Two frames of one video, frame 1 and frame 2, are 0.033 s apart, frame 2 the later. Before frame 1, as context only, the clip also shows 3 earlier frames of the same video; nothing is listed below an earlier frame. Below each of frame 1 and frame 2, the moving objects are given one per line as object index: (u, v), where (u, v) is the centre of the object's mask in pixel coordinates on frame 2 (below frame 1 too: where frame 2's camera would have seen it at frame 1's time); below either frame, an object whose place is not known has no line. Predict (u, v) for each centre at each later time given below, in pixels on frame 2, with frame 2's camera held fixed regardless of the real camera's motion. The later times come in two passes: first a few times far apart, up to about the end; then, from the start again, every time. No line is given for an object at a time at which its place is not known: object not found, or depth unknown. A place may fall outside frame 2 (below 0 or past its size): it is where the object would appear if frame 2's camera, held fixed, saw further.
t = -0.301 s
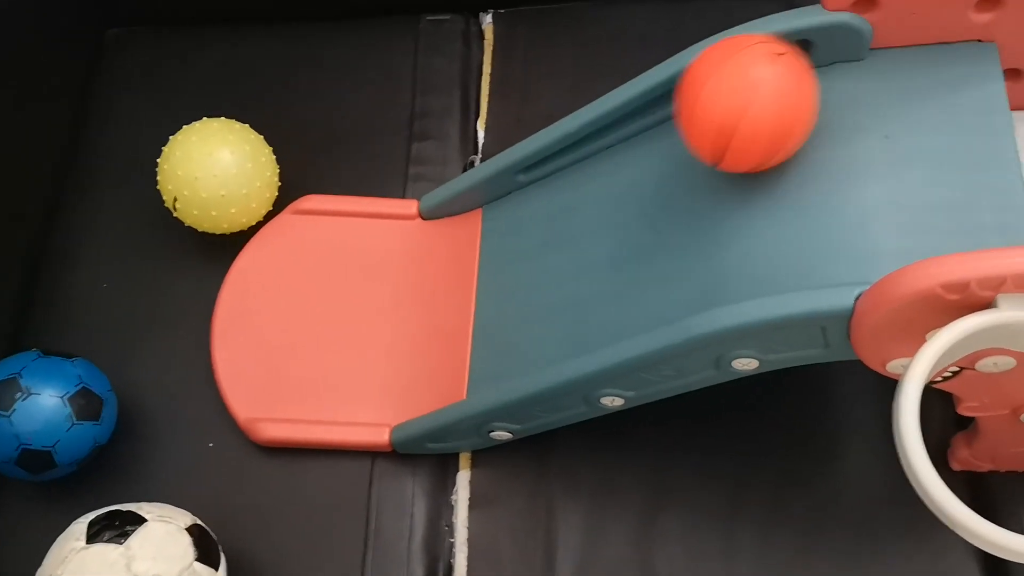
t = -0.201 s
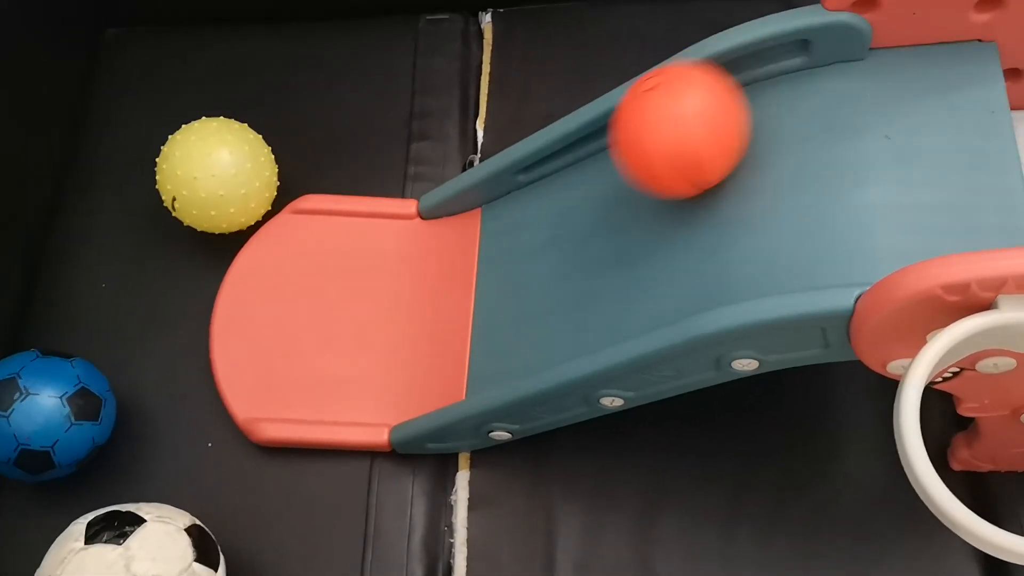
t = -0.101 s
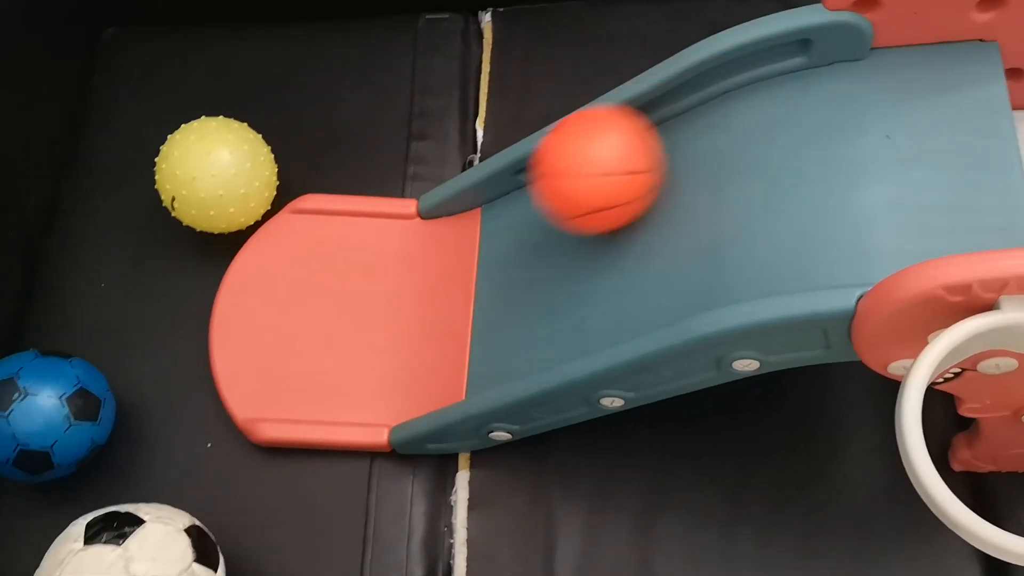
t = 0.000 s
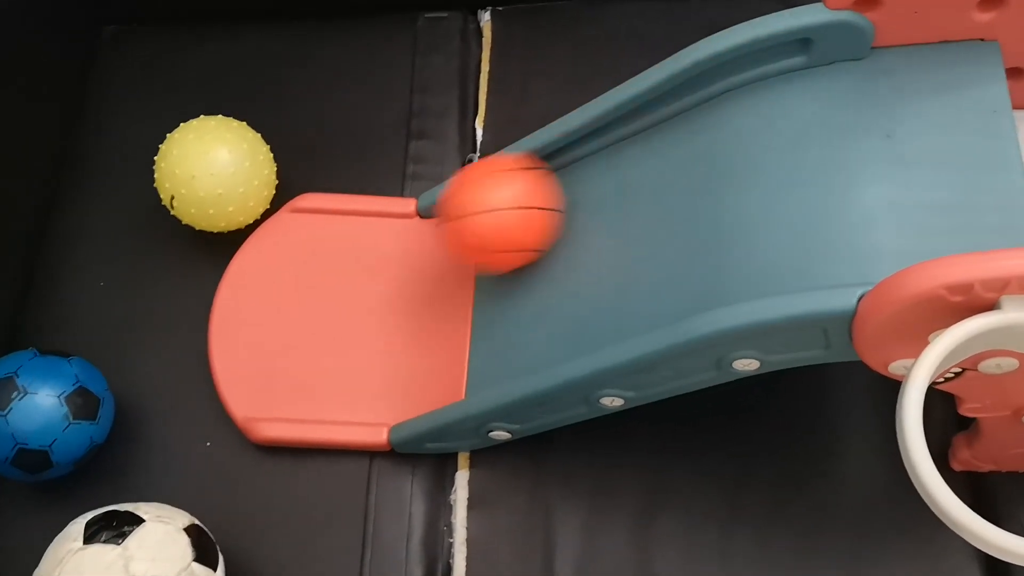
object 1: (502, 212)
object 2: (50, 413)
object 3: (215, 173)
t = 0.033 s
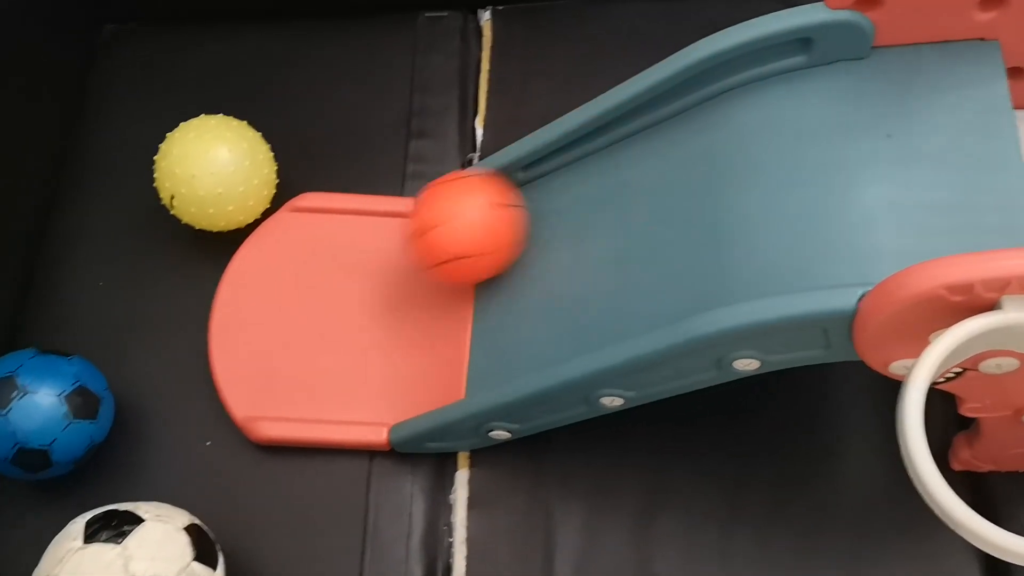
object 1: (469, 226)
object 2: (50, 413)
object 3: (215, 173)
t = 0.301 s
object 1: (138, 260)
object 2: (52, 413)
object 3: (180, 159)
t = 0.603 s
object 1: (80, 314)
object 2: (52, 444)
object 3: (110, 147)
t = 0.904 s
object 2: (98, 449)
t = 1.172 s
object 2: (104, 440)
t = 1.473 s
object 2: (67, 440)
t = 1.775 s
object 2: (41, 447)
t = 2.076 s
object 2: (69, 446)
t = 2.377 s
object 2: (68, 457)
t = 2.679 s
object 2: (59, 455)
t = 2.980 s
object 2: (55, 454)
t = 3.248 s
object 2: (54, 454)
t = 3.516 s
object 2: (54, 454)
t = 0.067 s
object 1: (436, 242)
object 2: (50, 412)
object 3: (215, 173)
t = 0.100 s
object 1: (394, 248)
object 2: (51, 413)
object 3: (215, 173)
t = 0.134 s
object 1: (342, 243)
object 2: (51, 412)
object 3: (215, 173)
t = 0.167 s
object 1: (297, 243)
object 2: (53, 412)
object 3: (215, 173)
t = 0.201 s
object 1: (249, 240)
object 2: (53, 412)
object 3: (209, 166)
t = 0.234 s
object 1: (209, 241)
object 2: (53, 413)
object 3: (204, 159)
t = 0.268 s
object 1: (171, 248)
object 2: (52, 413)
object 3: (194, 158)
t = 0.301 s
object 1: (138, 260)
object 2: (52, 413)
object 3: (180, 159)
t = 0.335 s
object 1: (108, 274)
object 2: (52, 413)
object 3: (169, 160)
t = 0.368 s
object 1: (82, 294)
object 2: (52, 414)
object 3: (162, 162)
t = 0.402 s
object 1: (63, 308)
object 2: (51, 421)
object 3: (155, 163)
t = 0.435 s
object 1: (52, 312)
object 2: (43, 427)
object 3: (143, 157)
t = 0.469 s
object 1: (48, 315)
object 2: (39, 430)
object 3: (135, 154)
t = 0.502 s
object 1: (55, 316)
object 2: (41, 434)
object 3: (129, 155)
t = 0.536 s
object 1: (62, 315)
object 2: (45, 440)
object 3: (123, 155)
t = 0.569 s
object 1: (72, 314)
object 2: (48, 444)
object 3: (115, 149)
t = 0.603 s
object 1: (80, 314)
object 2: (52, 444)
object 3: (110, 147)
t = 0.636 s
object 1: (90, 314)
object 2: (57, 448)
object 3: (107, 148)
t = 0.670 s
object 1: (99, 313)
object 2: (60, 449)
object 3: (101, 144)
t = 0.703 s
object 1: (107, 312)
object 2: (63, 449)
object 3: (95, 141)
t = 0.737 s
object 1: (116, 312)
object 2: (68, 450)
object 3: (93, 141)
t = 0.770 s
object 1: (125, 312)
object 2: (76, 451)
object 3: (96, 139)
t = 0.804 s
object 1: (135, 312)
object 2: (80, 450)
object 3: (100, 138)
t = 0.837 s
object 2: (89, 450)
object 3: (103, 136)
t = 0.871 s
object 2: (92, 450)
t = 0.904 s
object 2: (98, 449)
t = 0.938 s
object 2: (102, 449)
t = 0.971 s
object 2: (104, 448)
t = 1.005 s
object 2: (105, 446)
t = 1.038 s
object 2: (106, 445)
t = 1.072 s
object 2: (106, 444)
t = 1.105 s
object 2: (106, 442)
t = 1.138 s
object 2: (105, 442)
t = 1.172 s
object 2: (104, 440)
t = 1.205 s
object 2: (102, 439)
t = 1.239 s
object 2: (99, 438)
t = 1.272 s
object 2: (95, 436)
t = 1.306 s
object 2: (90, 434)
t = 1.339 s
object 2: (86, 434)
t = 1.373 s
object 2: (81, 435)
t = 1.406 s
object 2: (77, 437)
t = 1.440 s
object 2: (72, 438)
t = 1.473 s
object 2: (67, 440)
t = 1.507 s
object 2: (62, 441)
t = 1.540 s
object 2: (56, 444)
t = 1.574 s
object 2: (52, 445)
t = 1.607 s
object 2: (47, 446)
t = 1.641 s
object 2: (44, 446)
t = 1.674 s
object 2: (42, 447)
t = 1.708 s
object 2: (40, 447)
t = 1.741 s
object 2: (40, 447)
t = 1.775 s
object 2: (41, 447)
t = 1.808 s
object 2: (42, 447)
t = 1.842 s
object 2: (45, 447)
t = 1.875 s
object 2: (48, 446)
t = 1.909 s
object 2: (52, 446)
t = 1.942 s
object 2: (57, 444)
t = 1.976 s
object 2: (62, 443)
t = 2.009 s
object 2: (66, 443)
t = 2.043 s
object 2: (69, 443)
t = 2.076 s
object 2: (69, 446)
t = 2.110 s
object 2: (70, 448)
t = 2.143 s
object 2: (70, 451)
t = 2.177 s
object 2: (70, 453)
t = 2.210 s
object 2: (70, 455)
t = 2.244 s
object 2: (70, 456)
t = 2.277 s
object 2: (69, 457)
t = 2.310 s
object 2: (69, 457)
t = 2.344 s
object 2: (68, 458)
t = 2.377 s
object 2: (68, 457)
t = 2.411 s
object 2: (67, 456)
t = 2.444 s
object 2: (67, 456)
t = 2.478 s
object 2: (66, 456)
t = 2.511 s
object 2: (64, 457)
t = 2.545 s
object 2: (63, 457)
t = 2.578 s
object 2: (62, 457)
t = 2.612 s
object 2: (61, 457)
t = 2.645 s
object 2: (60, 456)
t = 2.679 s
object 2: (59, 455)
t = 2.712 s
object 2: (58, 455)
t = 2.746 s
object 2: (57, 455)
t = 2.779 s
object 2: (56, 455)
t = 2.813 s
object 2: (56, 454)
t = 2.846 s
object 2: (55, 454)
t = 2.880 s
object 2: (55, 454)
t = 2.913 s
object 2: (55, 455)
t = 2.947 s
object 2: (55, 455)
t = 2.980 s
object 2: (55, 454)
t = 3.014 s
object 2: (54, 454)
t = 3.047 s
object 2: (54, 454)
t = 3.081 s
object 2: (54, 454)
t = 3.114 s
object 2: (54, 455)
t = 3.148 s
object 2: (54, 454)
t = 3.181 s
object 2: (54, 454)
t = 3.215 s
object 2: (54, 454)
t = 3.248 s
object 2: (54, 454)
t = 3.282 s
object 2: (54, 455)
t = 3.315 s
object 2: (54, 454)
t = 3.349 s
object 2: (54, 455)
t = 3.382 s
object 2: (54, 454)
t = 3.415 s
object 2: (54, 454)
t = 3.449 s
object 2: (54, 454)
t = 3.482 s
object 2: (54, 454)
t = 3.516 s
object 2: (54, 454)
